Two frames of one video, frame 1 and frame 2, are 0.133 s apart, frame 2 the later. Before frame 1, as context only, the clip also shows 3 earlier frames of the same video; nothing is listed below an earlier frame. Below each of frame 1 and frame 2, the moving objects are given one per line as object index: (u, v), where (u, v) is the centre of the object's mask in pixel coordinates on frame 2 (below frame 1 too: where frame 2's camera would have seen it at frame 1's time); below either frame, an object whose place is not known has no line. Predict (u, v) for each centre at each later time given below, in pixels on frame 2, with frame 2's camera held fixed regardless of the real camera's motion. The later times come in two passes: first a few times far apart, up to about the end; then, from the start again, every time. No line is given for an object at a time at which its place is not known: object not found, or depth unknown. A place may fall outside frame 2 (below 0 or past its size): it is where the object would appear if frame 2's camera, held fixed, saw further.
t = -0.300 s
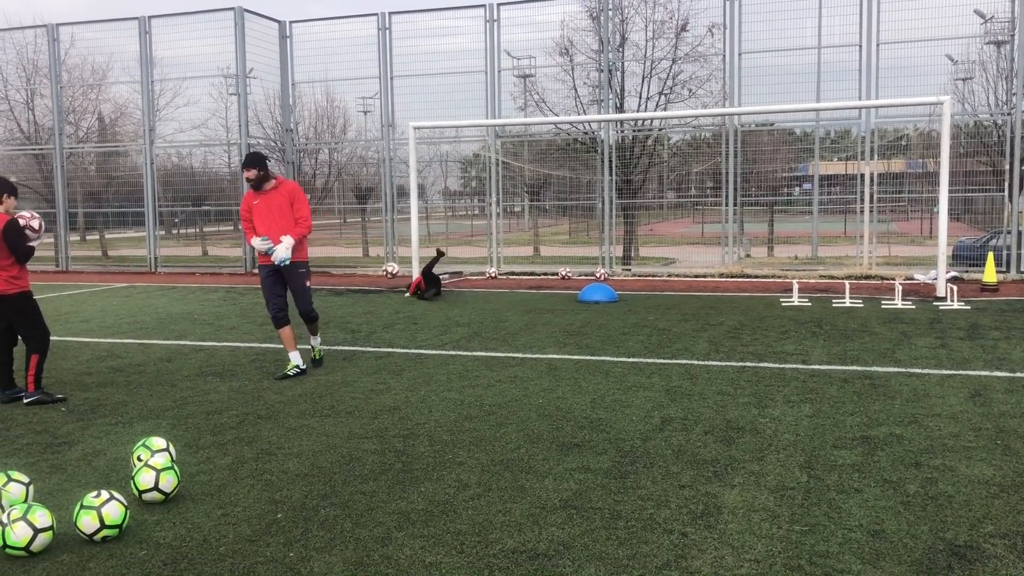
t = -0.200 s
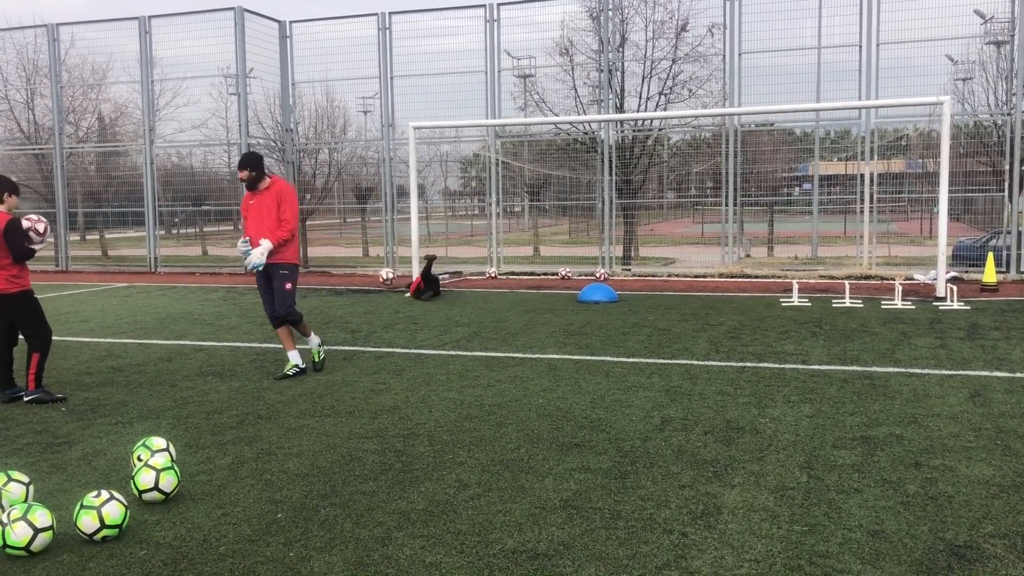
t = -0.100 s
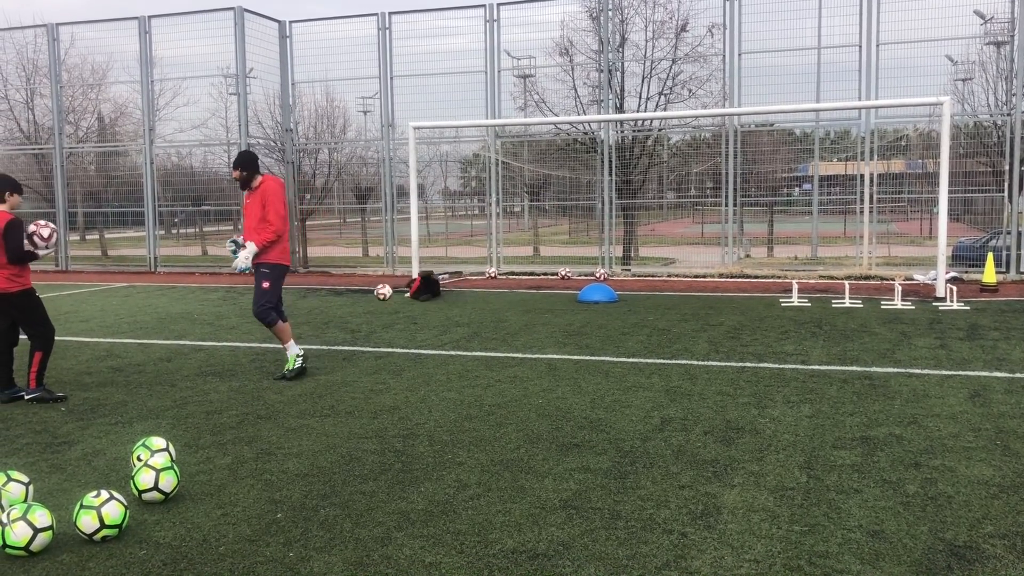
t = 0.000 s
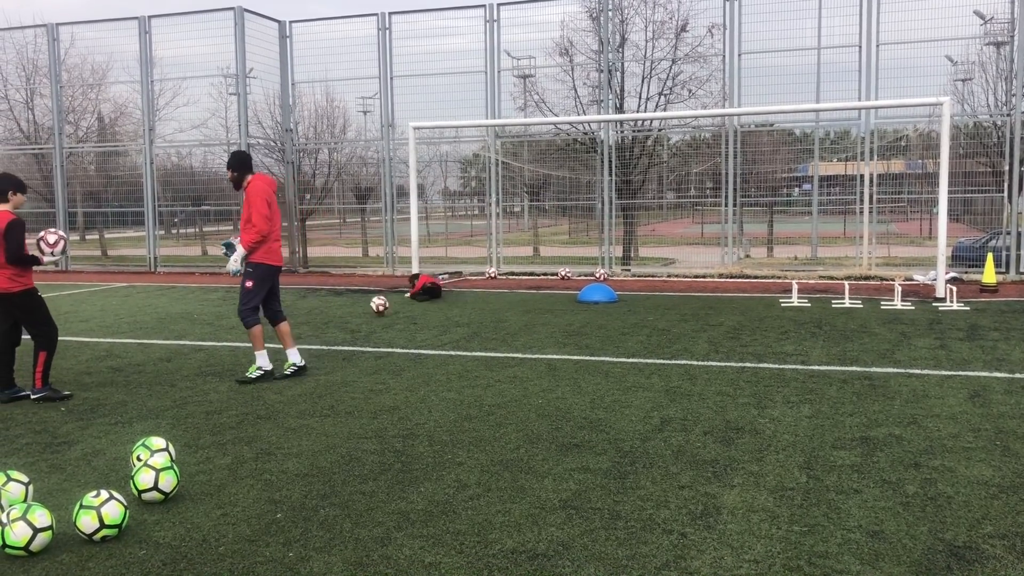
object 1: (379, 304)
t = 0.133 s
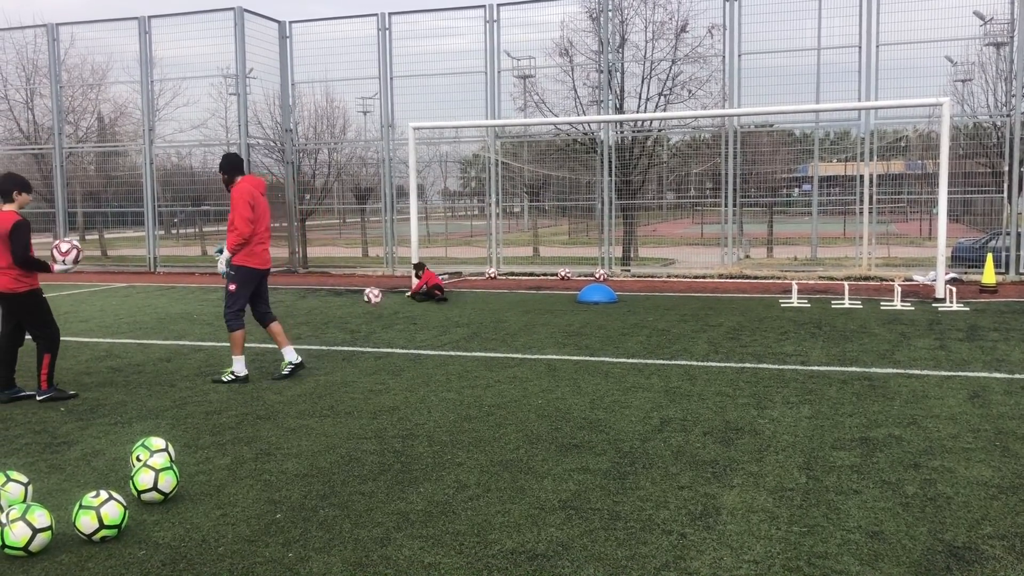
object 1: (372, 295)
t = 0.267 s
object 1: (365, 302)
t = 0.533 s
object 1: (351, 316)
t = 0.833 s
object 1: (331, 334)
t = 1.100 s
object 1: (312, 354)
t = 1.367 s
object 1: (289, 367)
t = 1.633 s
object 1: (263, 387)
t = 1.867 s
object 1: (236, 406)
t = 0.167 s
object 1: (371, 295)
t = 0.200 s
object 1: (369, 296)
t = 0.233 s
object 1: (367, 298)
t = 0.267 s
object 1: (365, 302)
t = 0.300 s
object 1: (364, 306)
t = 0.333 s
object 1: (362, 309)
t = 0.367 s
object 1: (361, 316)
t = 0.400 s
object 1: (358, 321)
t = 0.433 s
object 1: (357, 319)
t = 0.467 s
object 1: (354, 317)
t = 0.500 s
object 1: (352, 317)
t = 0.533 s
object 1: (351, 316)
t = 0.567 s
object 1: (349, 317)
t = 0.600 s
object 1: (347, 319)
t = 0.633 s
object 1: (344, 323)
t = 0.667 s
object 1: (342, 327)
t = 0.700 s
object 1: (340, 332)
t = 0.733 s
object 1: (338, 334)
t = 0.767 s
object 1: (336, 333)
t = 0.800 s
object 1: (334, 332)
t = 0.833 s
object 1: (331, 334)
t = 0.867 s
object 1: (329, 337)
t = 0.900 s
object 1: (327, 341)
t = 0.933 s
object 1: (324, 345)
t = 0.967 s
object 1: (322, 344)
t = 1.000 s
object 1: (319, 345)
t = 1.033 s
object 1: (317, 347)
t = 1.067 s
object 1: (315, 350)
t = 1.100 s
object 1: (312, 354)
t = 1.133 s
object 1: (309, 354)
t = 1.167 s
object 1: (307, 354)
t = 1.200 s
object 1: (304, 356)
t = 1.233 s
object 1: (302, 359)
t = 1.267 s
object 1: (299, 363)
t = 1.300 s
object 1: (296, 365)
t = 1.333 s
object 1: (292, 365)
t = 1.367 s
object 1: (289, 367)
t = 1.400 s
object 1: (286, 370)
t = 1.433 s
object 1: (283, 374)
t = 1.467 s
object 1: (280, 375)
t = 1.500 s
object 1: (277, 378)
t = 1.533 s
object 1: (274, 381)
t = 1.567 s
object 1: (270, 382)
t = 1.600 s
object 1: (266, 383)
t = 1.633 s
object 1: (263, 387)
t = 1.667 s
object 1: (260, 390)
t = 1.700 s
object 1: (256, 392)
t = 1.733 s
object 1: (252, 395)
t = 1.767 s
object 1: (248, 398)
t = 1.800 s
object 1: (245, 401)
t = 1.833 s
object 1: (240, 404)
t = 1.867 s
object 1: (236, 406)
